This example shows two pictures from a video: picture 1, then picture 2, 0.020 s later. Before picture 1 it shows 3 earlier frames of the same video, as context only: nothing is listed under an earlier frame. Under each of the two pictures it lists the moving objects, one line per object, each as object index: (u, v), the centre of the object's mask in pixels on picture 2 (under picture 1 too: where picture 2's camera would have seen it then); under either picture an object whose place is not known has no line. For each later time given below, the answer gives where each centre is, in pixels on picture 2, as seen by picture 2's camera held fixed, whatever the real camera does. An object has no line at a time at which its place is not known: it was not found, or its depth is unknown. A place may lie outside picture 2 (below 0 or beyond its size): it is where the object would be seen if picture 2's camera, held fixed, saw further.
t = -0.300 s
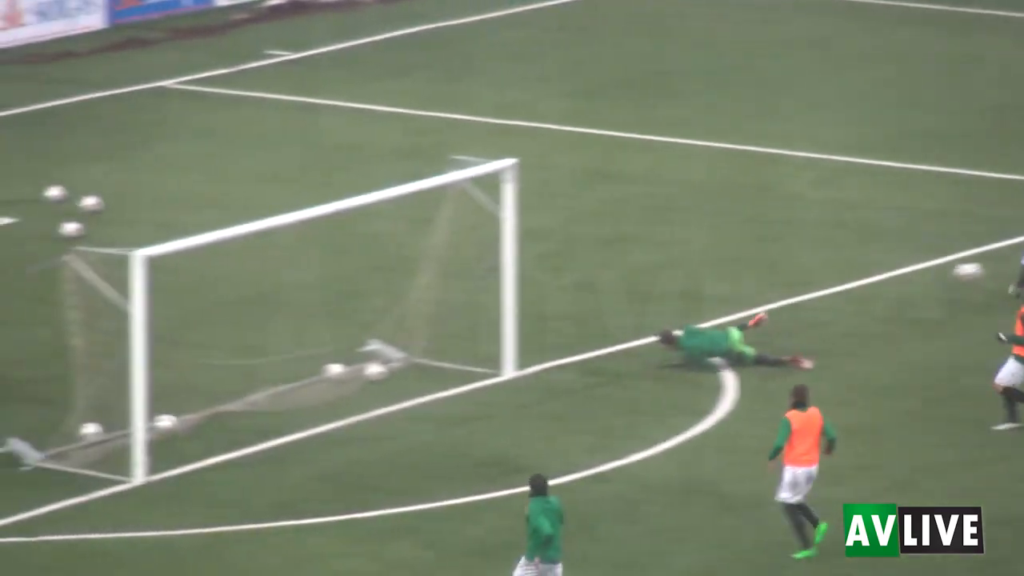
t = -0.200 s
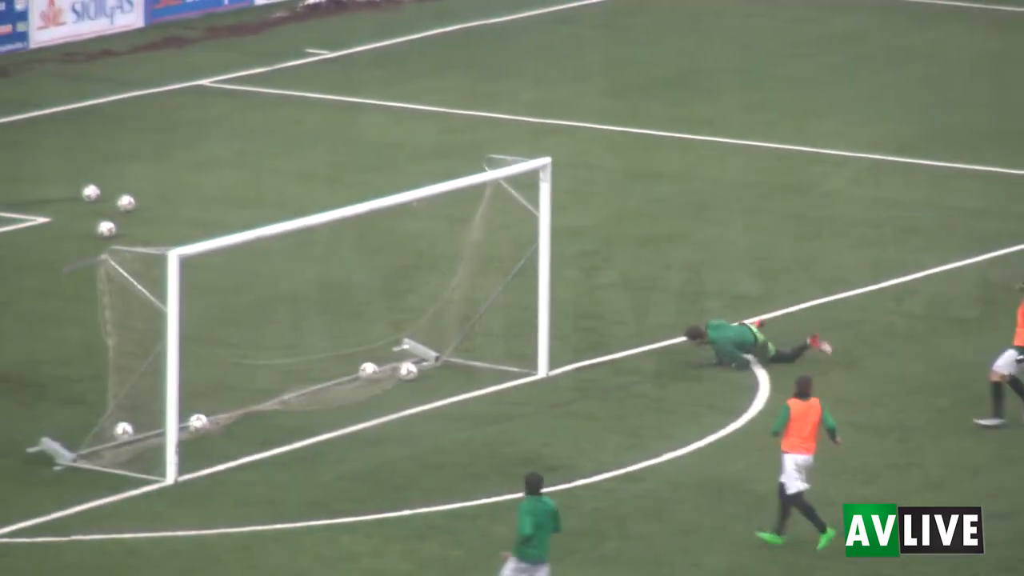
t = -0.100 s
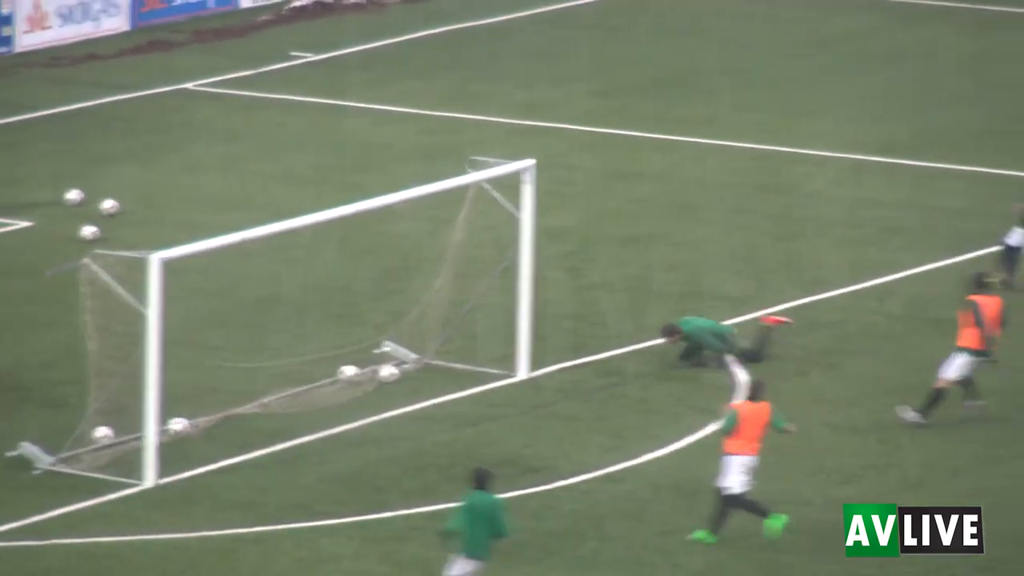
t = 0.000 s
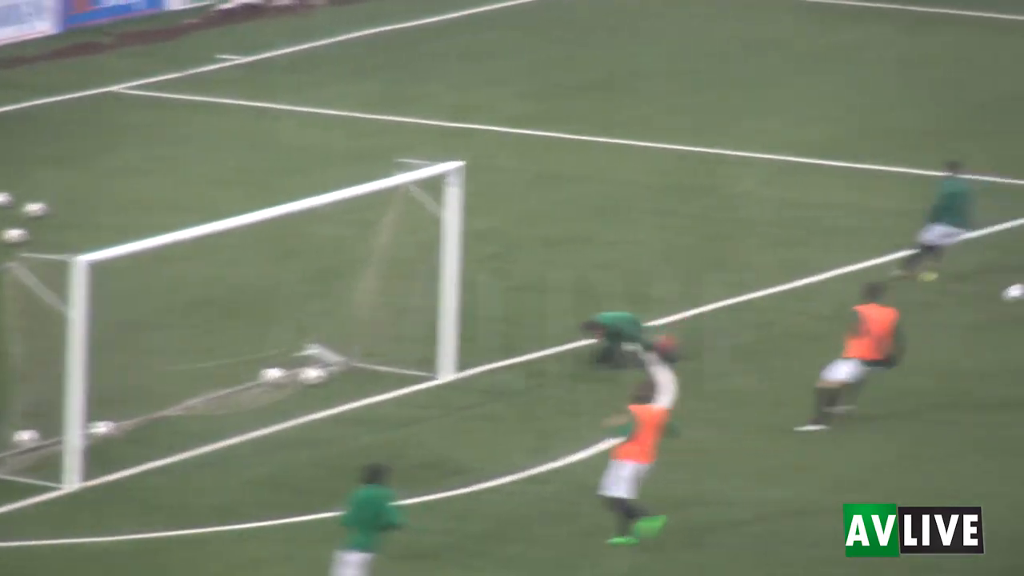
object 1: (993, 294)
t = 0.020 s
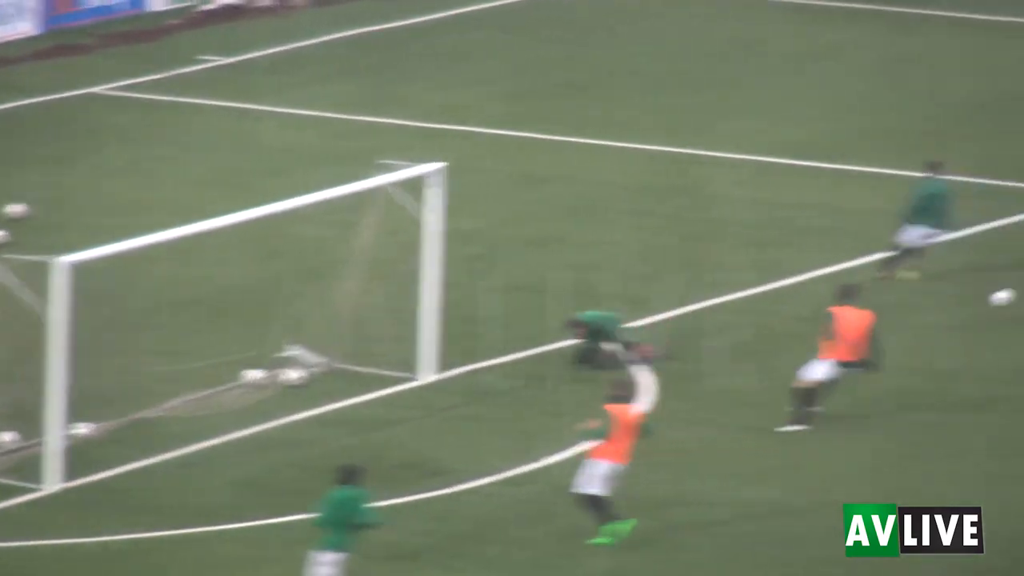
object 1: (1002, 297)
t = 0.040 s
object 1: (1010, 301)
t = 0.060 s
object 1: (1018, 307)
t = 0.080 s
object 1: (1024, 309)
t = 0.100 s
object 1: (1030, 305)
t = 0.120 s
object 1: (1034, 301)
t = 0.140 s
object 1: (1039, 297)
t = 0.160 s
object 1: (1044, 293)
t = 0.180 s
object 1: (1049, 291)
